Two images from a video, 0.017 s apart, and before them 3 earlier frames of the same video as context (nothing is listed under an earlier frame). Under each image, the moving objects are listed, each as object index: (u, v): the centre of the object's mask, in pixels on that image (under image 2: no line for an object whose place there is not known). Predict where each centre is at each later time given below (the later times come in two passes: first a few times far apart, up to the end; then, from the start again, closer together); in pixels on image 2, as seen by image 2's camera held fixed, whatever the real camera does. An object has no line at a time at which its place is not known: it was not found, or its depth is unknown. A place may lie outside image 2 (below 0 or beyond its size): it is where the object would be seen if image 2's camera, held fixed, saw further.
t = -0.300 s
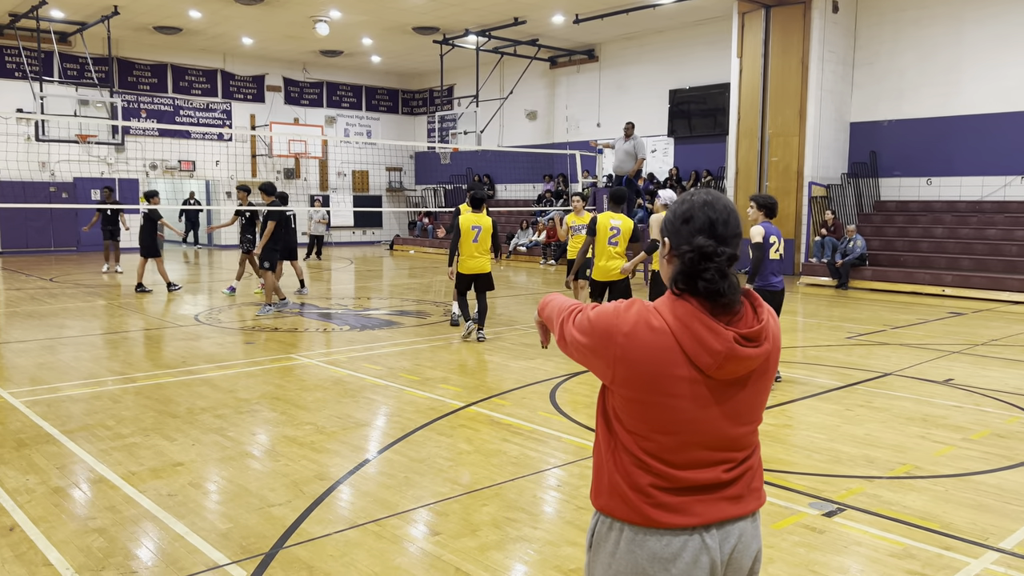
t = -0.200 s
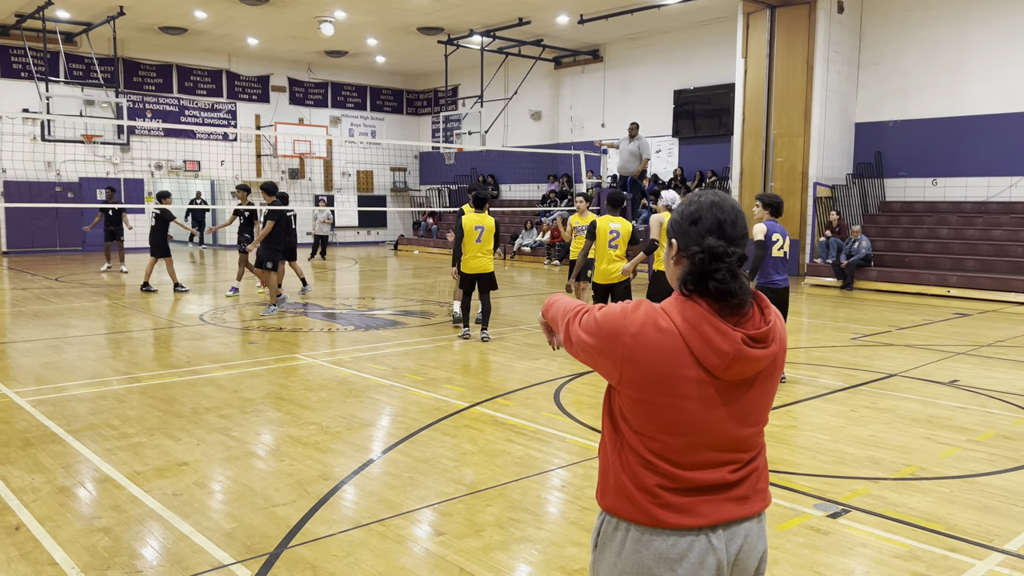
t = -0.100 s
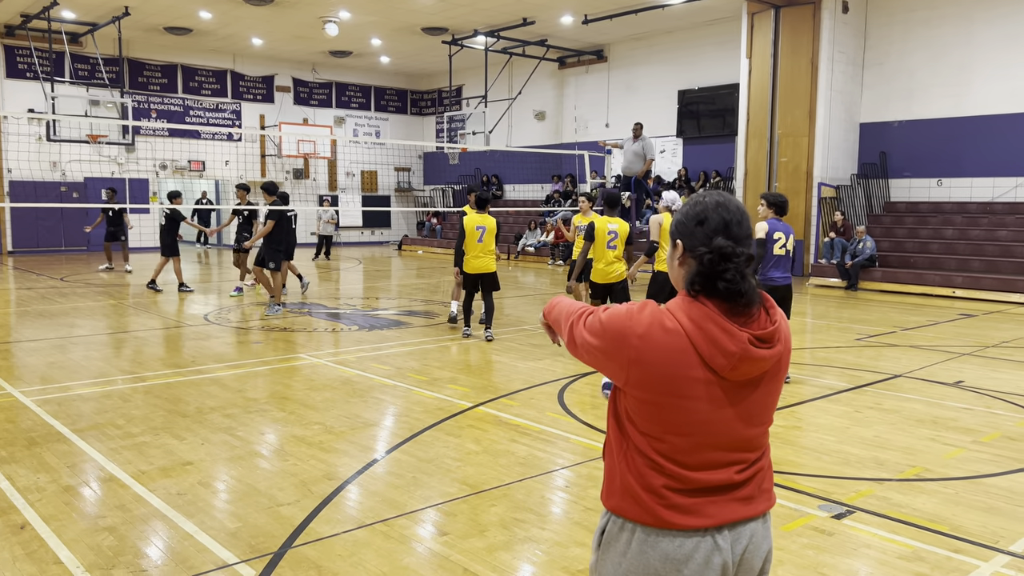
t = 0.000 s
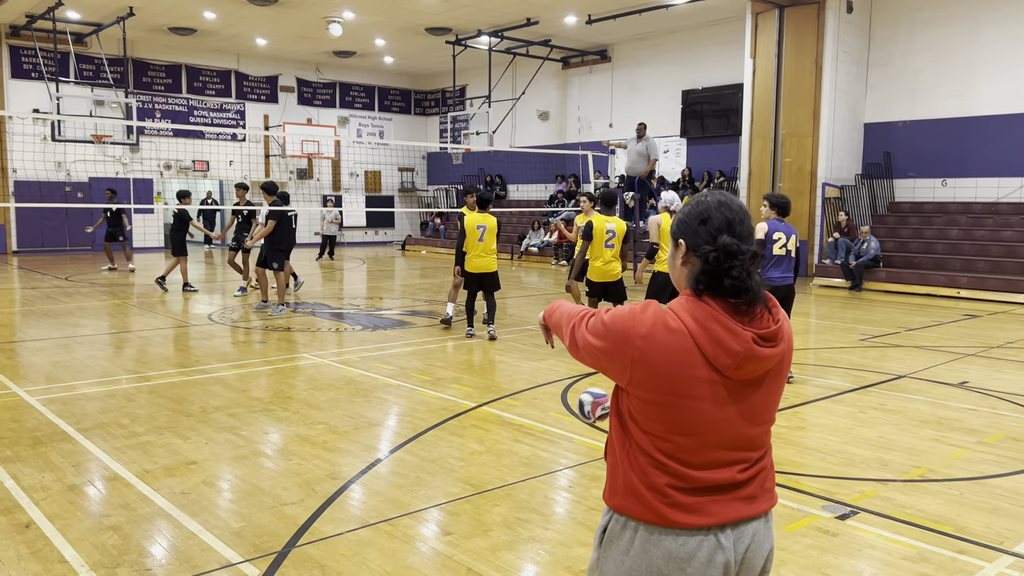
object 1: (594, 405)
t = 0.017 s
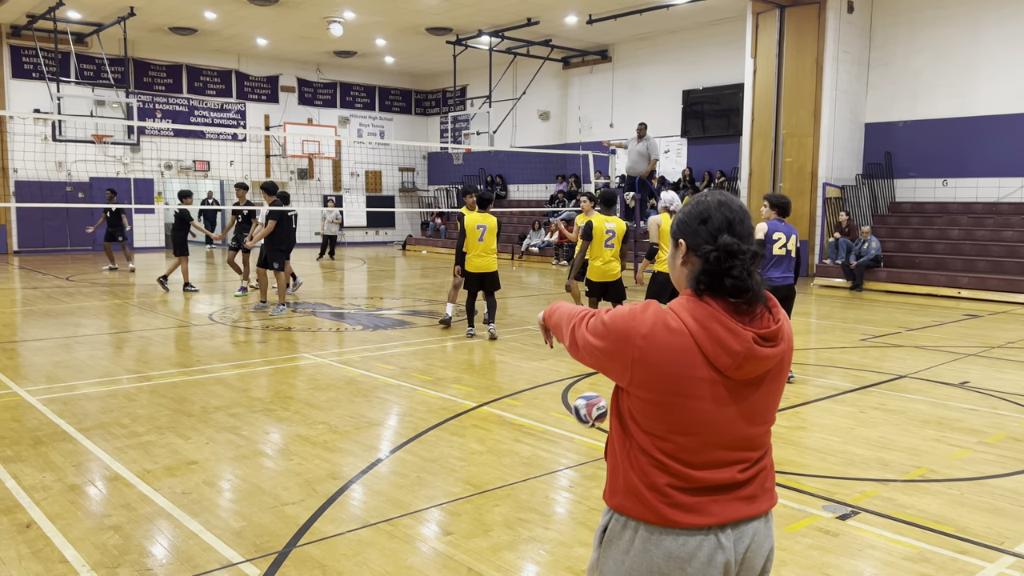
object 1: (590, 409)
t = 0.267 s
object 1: (526, 399)
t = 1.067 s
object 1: (373, 393)
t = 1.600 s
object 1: (294, 368)
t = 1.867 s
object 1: (260, 370)
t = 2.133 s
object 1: (230, 365)
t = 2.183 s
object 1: (224, 360)
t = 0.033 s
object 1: (586, 414)
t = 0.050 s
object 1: (580, 420)
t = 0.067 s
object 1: (576, 425)
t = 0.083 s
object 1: (572, 431)
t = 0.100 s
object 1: (568, 438)
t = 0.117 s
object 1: (563, 444)
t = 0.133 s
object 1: (559, 437)
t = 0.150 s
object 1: (555, 430)
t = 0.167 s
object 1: (552, 423)
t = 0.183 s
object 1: (546, 419)
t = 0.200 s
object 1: (542, 414)
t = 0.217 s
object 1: (538, 410)
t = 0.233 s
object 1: (534, 406)
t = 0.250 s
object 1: (530, 402)
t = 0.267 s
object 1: (526, 399)
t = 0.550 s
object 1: (466, 397)
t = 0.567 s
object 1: (463, 398)
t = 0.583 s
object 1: (459, 403)
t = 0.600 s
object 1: (457, 404)
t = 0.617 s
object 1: (454, 408)
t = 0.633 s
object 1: (450, 413)
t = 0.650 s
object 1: (447, 417)
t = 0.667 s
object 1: (444, 412)
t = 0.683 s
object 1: (441, 407)
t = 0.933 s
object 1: (396, 376)
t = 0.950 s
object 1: (393, 377)
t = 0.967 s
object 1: (390, 377)
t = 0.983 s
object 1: (388, 379)
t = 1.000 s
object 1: (385, 381)
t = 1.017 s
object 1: (382, 384)
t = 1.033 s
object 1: (379, 387)
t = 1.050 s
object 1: (376, 390)
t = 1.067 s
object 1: (373, 393)
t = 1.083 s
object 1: (371, 398)
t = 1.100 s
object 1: (368, 400)
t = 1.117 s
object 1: (366, 395)
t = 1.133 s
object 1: (363, 391)
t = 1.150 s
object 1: (360, 387)
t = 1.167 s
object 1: (358, 384)
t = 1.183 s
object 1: (355, 381)
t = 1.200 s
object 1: (352, 378)
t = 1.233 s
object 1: (347, 375)
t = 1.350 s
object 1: (329, 373)
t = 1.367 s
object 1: (327, 373)
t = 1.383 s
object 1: (324, 374)
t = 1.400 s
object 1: (322, 376)
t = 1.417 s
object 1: (319, 378)
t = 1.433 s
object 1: (317, 380)
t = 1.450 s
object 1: (315, 383)
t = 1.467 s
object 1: (312, 386)
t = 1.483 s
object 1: (310, 387)
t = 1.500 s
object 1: (308, 383)
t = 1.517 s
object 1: (306, 380)
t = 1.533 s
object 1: (303, 376)
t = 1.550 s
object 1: (301, 374)
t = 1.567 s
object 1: (299, 371)
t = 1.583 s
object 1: (297, 370)
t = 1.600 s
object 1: (294, 368)
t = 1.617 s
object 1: (292, 367)
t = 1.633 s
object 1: (290, 366)
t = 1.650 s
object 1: (287, 366)
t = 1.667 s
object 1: (285, 366)
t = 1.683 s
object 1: (284, 366)
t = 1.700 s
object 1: (281, 366)
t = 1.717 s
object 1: (279, 367)
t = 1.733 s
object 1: (277, 368)
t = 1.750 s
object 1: (275, 370)
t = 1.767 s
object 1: (272, 372)
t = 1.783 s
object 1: (271, 374)
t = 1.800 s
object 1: (268, 377)
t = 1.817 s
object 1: (266, 378)
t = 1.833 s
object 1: (264, 375)
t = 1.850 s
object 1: (262, 372)
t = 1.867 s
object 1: (260, 370)
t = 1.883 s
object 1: (258, 368)
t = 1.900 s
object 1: (256, 366)
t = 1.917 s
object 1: (254, 365)
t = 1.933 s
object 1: (252, 364)
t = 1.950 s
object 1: (250, 363)
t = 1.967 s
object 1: (248, 363)
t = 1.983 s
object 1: (246, 363)
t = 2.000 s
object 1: (244, 363)
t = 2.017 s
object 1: (242, 364)
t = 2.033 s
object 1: (240, 365)
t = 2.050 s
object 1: (238, 366)
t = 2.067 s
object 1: (236, 368)
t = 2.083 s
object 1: (235, 370)
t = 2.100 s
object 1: (233, 370)
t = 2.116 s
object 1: (231, 367)
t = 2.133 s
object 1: (230, 365)
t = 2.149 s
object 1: (228, 363)
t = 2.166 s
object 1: (226, 361)
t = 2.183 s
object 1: (224, 360)
